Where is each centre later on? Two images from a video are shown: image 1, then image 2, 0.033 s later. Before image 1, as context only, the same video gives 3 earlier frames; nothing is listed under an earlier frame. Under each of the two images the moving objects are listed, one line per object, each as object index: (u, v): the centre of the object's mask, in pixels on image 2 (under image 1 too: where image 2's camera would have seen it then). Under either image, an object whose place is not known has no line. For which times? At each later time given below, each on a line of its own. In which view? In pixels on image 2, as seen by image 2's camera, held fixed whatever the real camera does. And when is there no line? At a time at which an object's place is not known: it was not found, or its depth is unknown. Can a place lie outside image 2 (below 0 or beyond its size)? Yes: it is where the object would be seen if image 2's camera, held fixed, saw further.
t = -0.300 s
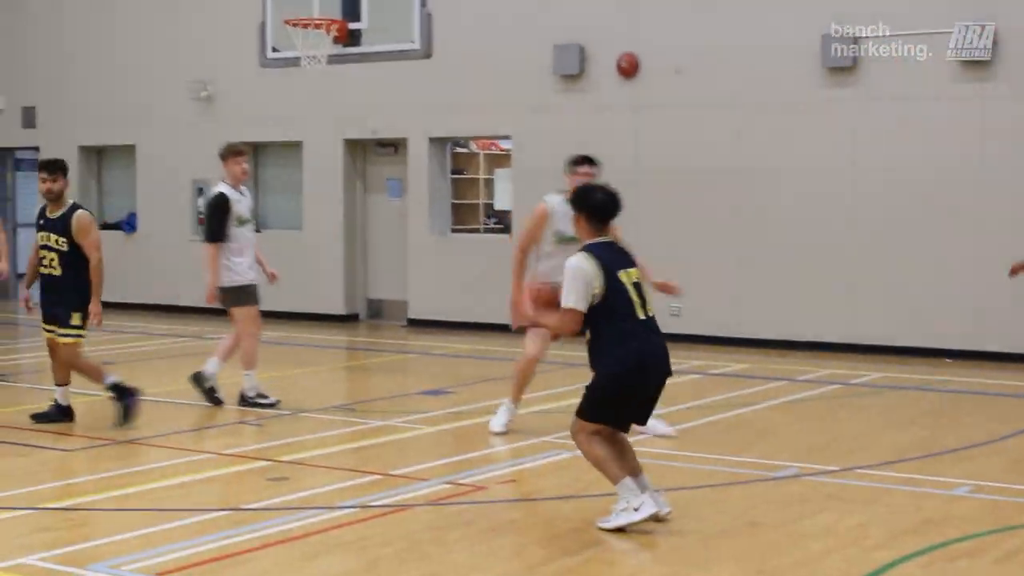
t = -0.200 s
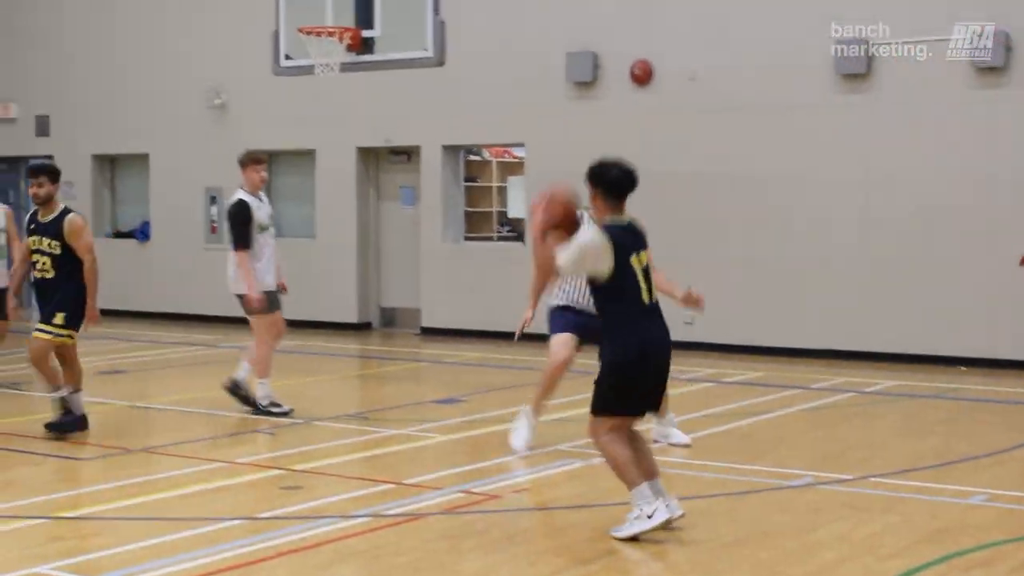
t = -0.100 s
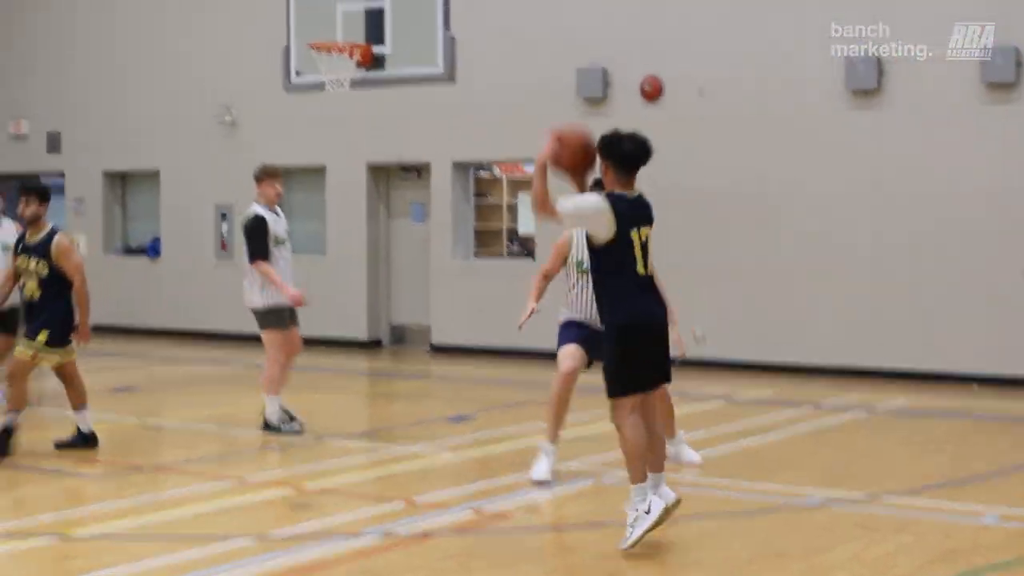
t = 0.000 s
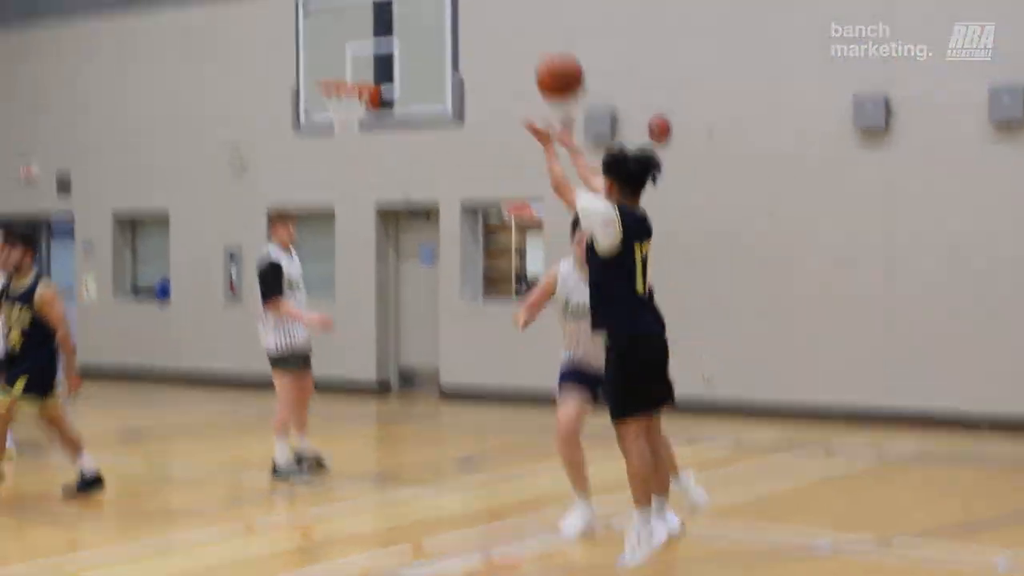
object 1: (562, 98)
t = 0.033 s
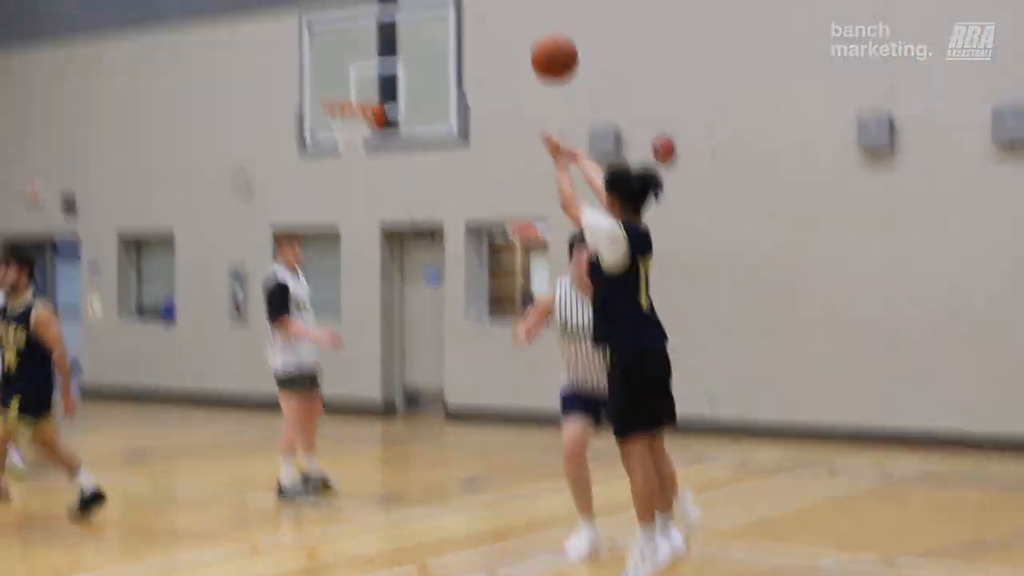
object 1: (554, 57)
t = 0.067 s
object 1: (544, 19)
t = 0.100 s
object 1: (535, -15)
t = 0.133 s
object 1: (527, -45)
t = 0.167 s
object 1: (519, -71)
